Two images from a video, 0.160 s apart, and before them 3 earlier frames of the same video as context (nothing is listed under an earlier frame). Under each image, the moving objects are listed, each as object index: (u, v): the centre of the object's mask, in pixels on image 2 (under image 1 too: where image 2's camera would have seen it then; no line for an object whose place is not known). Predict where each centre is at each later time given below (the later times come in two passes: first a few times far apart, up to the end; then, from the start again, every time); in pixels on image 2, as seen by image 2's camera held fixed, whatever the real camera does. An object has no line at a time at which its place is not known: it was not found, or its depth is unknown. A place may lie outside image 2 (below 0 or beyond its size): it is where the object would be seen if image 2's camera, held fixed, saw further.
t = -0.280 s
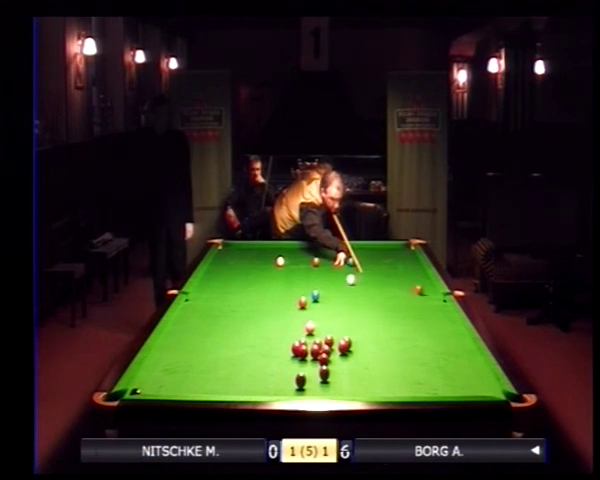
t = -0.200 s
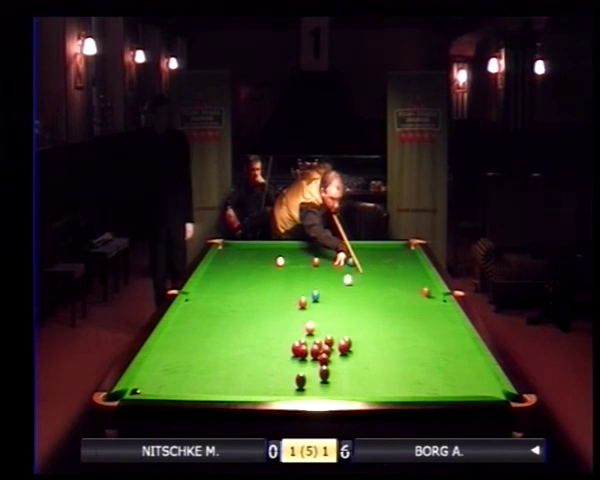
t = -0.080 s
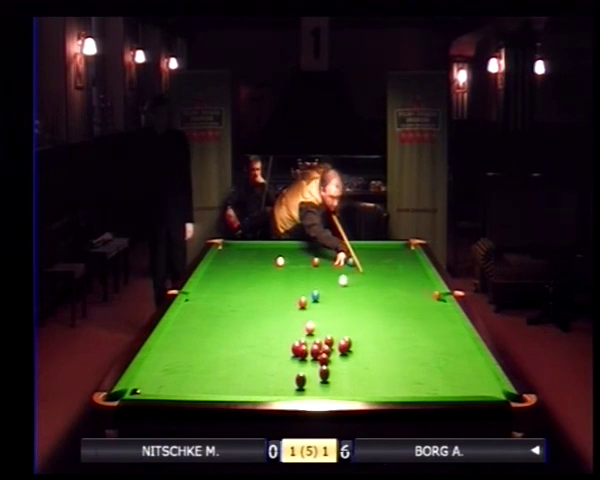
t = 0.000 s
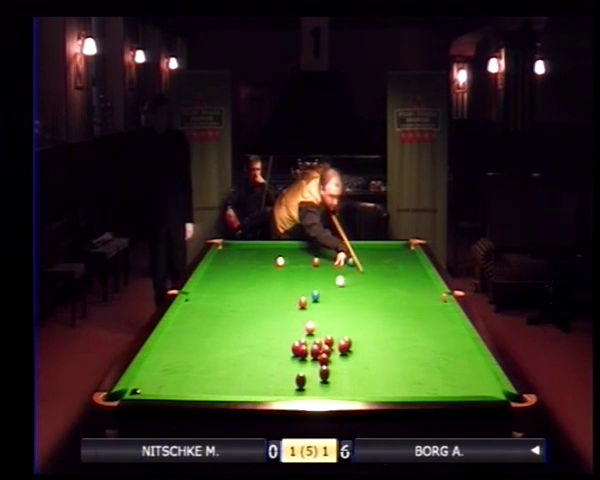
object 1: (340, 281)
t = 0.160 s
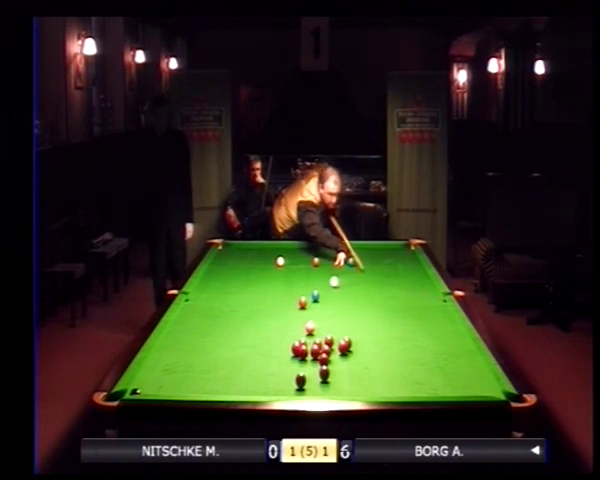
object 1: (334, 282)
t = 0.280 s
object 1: (330, 282)
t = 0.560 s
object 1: (320, 284)
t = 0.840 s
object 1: (311, 285)
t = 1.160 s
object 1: (302, 287)
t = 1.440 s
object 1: (294, 288)
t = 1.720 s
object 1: (287, 289)
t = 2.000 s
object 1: (281, 290)
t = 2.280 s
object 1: (276, 291)
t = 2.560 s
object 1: (272, 292)
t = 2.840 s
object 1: (268, 292)
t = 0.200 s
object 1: (333, 282)
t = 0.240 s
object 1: (331, 282)
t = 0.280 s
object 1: (330, 282)
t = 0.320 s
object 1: (328, 283)
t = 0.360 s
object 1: (327, 283)
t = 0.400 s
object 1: (326, 283)
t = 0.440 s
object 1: (324, 284)
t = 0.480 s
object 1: (323, 284)
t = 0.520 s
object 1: (322, 284)
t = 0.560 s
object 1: (320, 284)
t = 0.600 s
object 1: (319, 284)
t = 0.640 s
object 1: (318, 284)
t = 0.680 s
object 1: (316, 284)
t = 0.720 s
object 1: (315, 285)
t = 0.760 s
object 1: (314, 285)
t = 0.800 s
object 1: (312, 285)
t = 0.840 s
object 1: (311, 285)
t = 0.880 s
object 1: (310, 286)
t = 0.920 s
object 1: (309, 286)
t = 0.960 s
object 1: (307, 286)
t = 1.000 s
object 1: (306, 286)
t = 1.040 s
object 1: (305, 286)
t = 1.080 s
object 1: (304, 287)
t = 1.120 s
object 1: (303, 287)
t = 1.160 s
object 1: (302, 287)
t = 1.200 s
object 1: (300, 287)
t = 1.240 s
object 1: (300, 287)
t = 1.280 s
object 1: (299, 287)
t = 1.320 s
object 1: (297, 288)
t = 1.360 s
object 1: (296, 288)
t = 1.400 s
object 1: (295, 288)
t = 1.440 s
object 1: (294, 288)
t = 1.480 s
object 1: (293, 289)
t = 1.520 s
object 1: (292, 289)
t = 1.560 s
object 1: (291, 289)
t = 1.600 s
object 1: (290, 289)
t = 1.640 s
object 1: (289, 289)
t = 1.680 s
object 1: (288, 289)
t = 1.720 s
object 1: (287, 289)
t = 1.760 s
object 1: (287, 290)
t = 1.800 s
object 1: (285, 290)
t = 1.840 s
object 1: (285, 290)
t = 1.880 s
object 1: (284, 290)
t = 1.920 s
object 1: (283, 290)
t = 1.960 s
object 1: (282, 290)
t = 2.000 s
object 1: (281, 290)
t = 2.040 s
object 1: (280, 290)
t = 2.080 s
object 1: (280, 291)
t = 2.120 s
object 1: (279, 291)
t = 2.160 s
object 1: (278, 291)
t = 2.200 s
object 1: (277, 291)
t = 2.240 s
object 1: (277, 291)
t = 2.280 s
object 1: (276, 291)
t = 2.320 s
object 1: (275, 291)
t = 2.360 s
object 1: (275, 291)
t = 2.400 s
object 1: (274, 292)
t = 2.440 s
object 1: (273, 292)
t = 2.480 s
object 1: (273, 292)
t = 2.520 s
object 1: (272, 292)
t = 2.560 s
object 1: (272, 292)
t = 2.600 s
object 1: (271, 292)
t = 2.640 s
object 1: (270, 292)
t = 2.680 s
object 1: (270, 292)
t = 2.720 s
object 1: (269, 292)
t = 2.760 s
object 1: (269, 292)
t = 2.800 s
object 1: (268, 292)
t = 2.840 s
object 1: (268, 292)
